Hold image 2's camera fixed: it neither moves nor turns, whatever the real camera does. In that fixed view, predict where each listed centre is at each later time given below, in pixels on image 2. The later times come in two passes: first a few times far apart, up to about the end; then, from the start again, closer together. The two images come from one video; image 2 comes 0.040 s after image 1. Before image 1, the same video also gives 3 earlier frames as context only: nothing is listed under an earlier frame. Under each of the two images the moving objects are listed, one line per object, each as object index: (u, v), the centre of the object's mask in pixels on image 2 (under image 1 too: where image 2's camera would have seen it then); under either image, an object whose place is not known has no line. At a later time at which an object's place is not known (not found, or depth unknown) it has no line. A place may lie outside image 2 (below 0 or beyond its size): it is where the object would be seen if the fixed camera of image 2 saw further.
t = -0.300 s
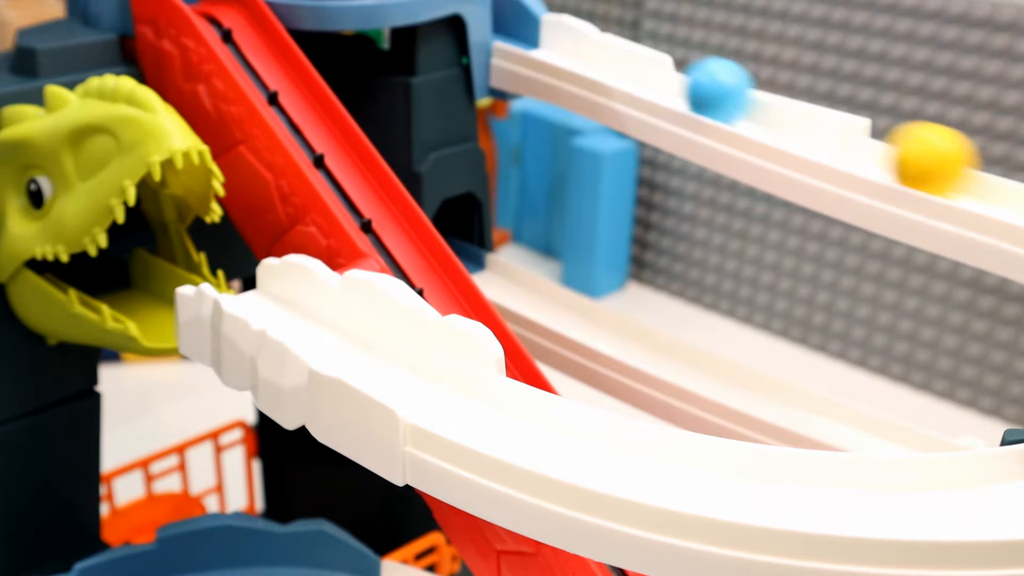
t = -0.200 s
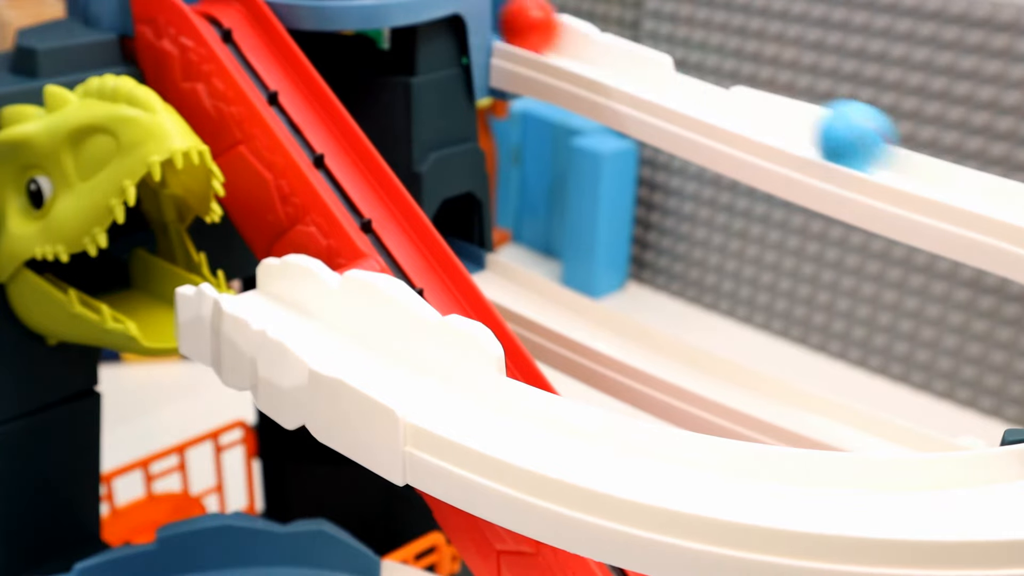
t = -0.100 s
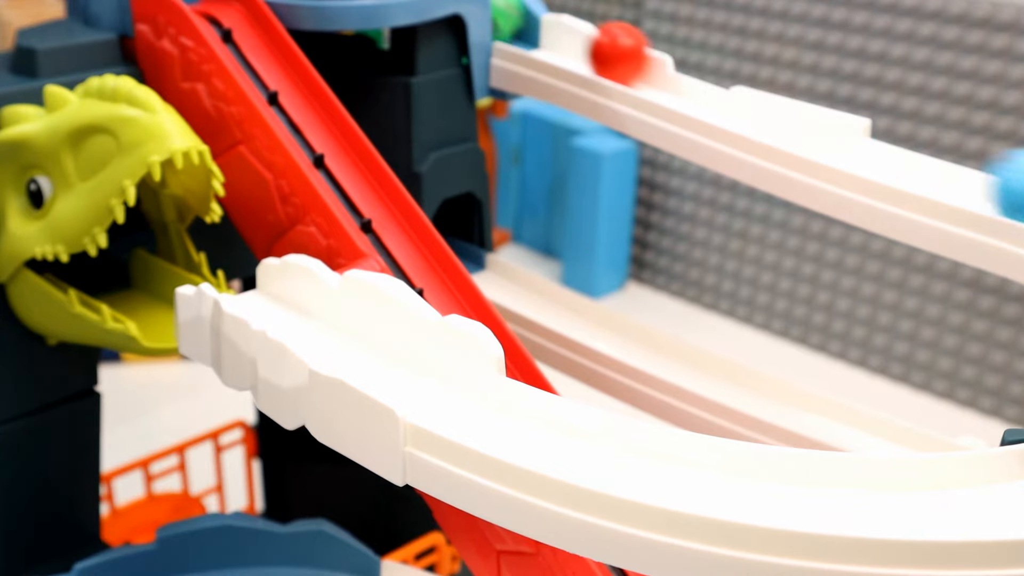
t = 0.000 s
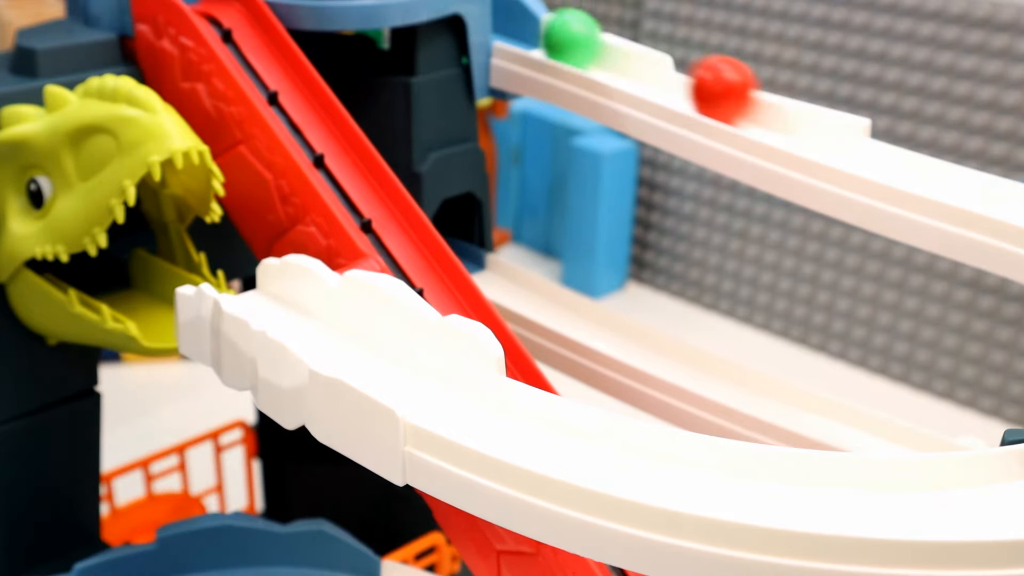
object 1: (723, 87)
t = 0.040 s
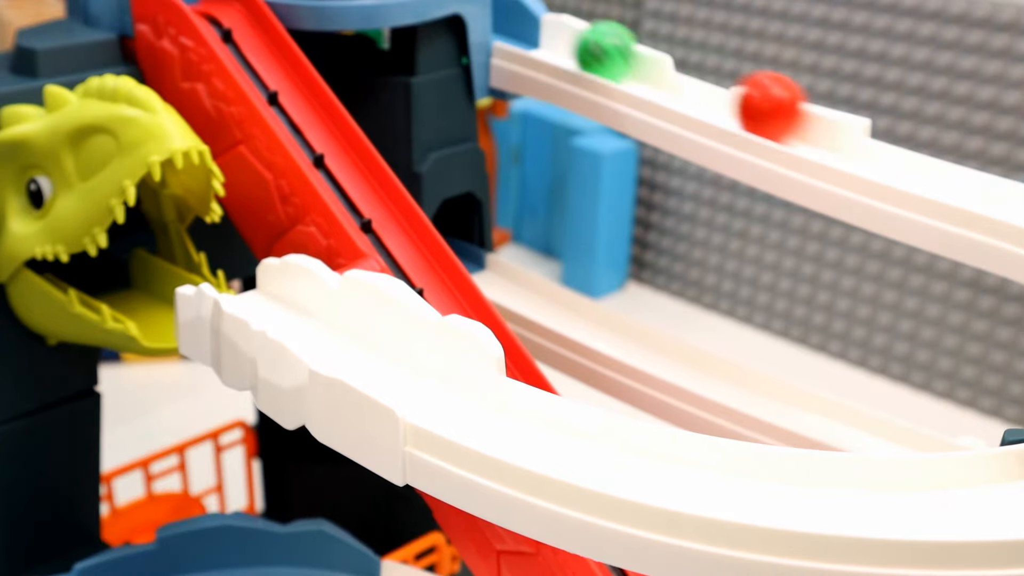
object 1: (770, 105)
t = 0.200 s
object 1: (1006, 182)
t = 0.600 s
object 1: (902, 477)
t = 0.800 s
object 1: (509, 406)
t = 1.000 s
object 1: (285, 295)
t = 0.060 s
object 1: (796, 114)
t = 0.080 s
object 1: (823, 123)
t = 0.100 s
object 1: (852, 133)
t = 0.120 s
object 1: (882, 143)
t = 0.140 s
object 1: (914, 152)
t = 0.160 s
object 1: (949, 162)
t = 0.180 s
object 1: (985, 173)
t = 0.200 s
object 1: (1006, 182)
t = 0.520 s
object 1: (1017, 455)
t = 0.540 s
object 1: (1007, 459)
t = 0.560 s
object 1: (986, 472)
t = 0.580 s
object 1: (949, 477)
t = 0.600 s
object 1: (902, 477)
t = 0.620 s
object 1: (855, 476)
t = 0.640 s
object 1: (808, 471)
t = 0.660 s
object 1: (765, 467)
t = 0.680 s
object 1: (723, 460)
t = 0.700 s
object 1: (683, 452)
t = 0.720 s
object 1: (645, 443)
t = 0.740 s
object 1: (610, 436)
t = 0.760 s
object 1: (575, 426)
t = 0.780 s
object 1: (541, 416)
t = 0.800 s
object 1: (509, 406)
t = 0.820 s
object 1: (481, 395)
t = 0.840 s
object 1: (454, 385)
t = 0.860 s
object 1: (438, 373)
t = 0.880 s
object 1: (418, 360)
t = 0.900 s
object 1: (397, 350)
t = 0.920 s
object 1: (377, 339)
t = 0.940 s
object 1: (354, 329)
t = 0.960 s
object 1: (332, 319)
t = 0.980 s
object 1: (309, 309)
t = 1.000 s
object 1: (285, 295)
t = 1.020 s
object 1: (266, 284)
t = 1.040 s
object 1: (248, 273)
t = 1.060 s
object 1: (230, 263)
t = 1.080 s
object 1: (215, 256)
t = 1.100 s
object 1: (200, 255)
